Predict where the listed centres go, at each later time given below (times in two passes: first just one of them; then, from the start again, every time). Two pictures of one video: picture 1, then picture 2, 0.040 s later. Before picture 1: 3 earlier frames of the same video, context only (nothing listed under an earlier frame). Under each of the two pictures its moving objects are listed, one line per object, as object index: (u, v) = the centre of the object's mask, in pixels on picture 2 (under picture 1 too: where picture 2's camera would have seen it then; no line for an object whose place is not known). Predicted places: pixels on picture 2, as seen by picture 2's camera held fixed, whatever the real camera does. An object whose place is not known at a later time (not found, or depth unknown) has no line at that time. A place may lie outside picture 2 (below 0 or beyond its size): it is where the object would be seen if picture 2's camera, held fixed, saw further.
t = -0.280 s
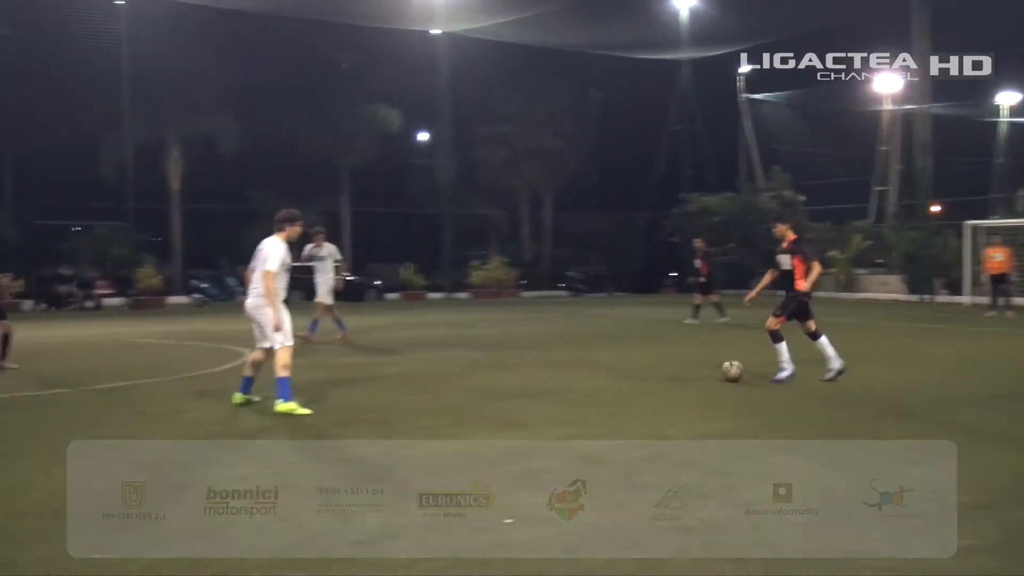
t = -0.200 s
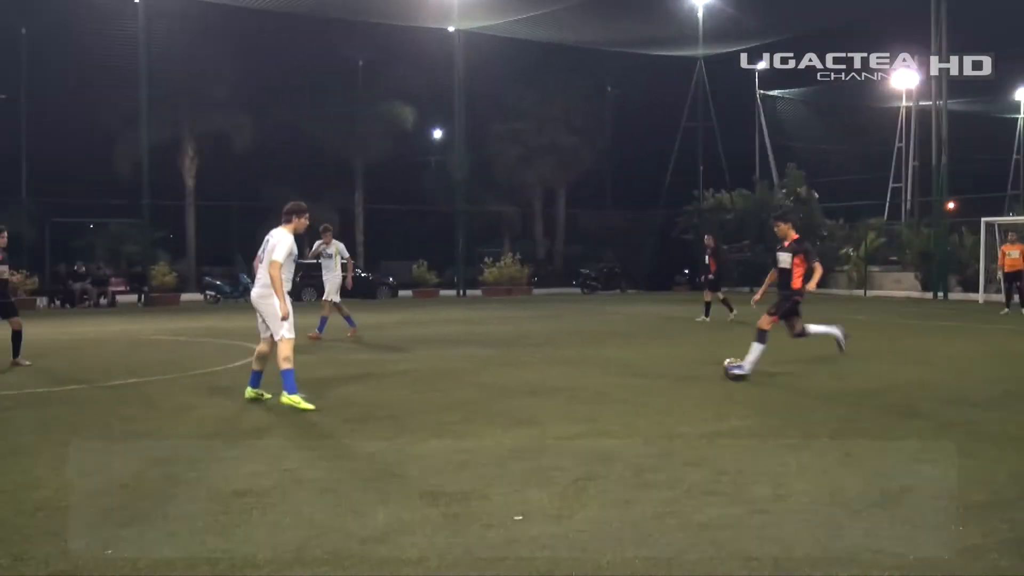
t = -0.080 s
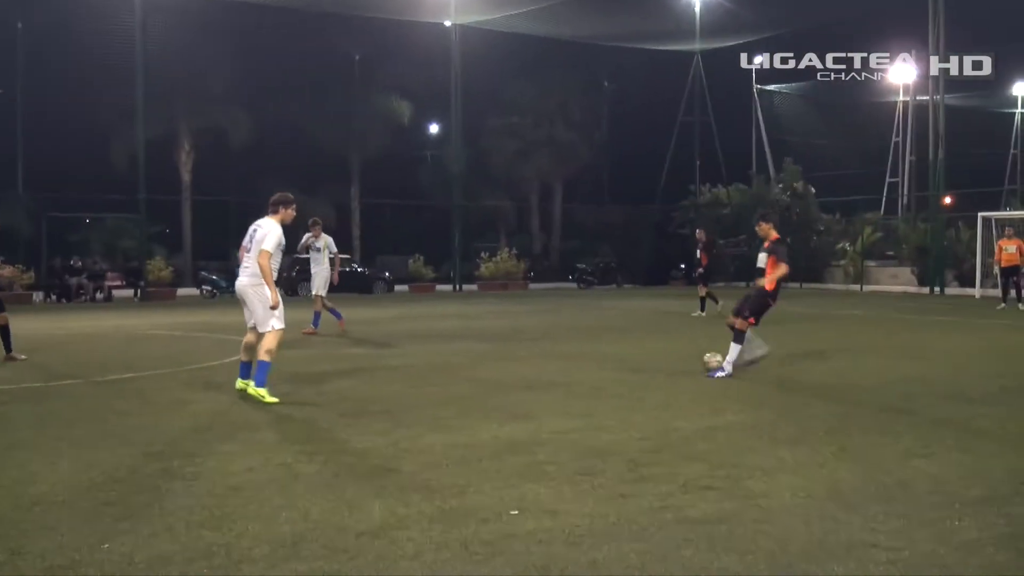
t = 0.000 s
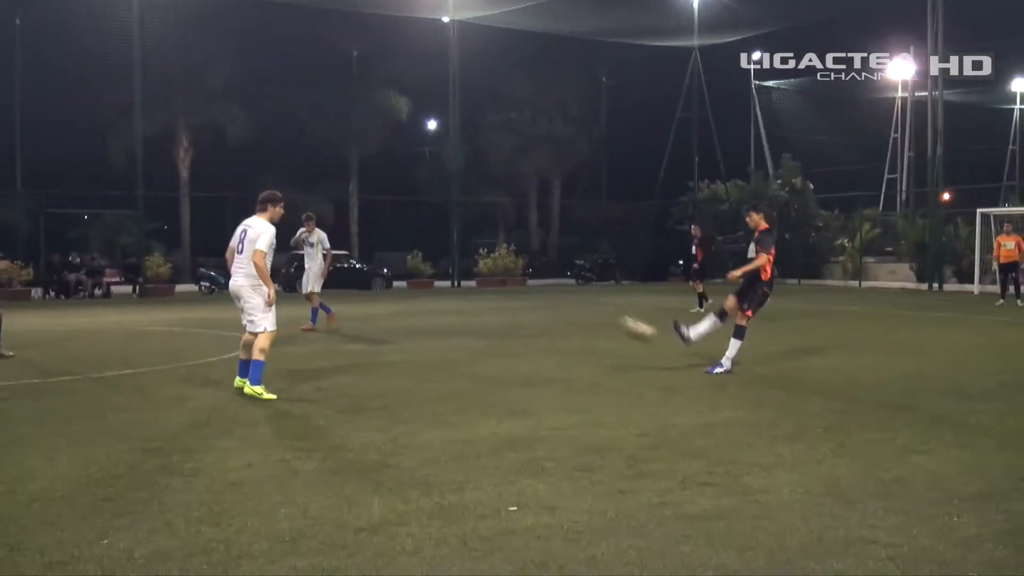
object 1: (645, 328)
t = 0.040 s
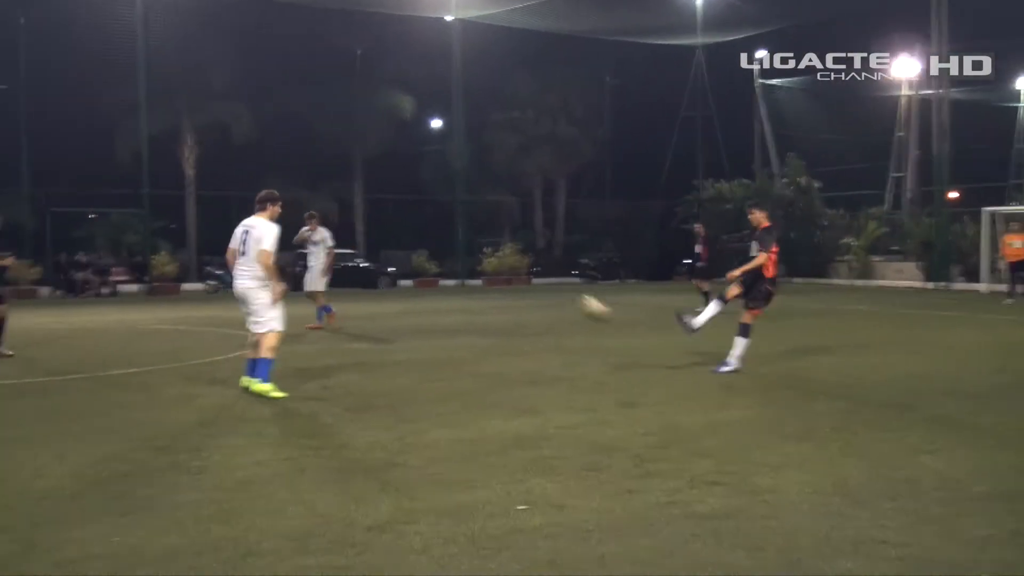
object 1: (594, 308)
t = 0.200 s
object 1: (367, 230)
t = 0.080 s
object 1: (541, 288)
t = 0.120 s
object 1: (486, 267)
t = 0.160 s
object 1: (428, 248)
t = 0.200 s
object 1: (367, 230)
